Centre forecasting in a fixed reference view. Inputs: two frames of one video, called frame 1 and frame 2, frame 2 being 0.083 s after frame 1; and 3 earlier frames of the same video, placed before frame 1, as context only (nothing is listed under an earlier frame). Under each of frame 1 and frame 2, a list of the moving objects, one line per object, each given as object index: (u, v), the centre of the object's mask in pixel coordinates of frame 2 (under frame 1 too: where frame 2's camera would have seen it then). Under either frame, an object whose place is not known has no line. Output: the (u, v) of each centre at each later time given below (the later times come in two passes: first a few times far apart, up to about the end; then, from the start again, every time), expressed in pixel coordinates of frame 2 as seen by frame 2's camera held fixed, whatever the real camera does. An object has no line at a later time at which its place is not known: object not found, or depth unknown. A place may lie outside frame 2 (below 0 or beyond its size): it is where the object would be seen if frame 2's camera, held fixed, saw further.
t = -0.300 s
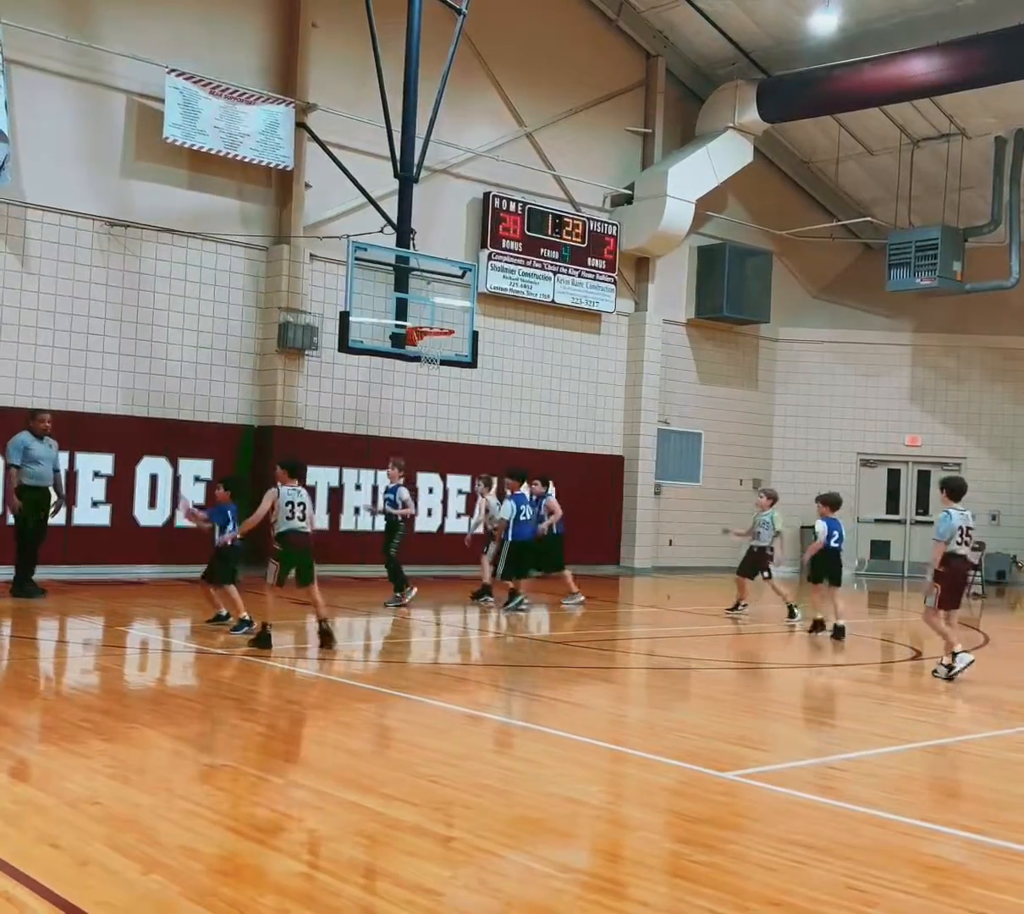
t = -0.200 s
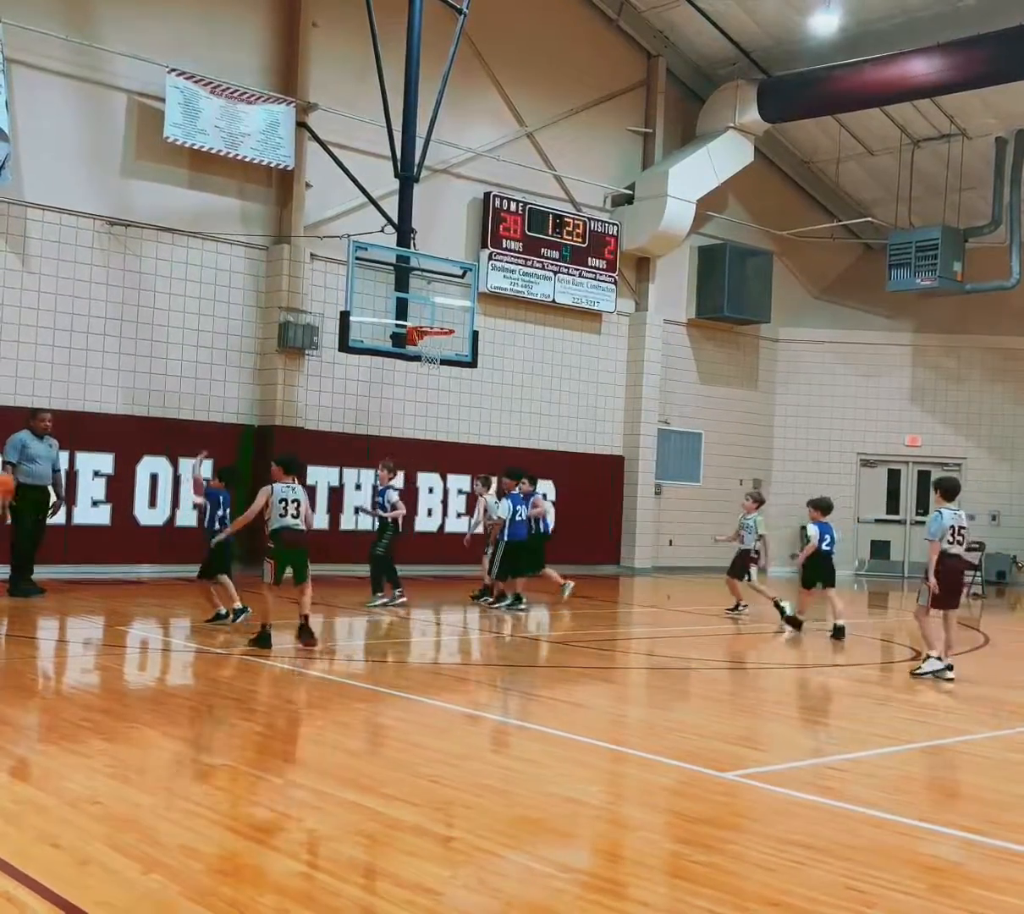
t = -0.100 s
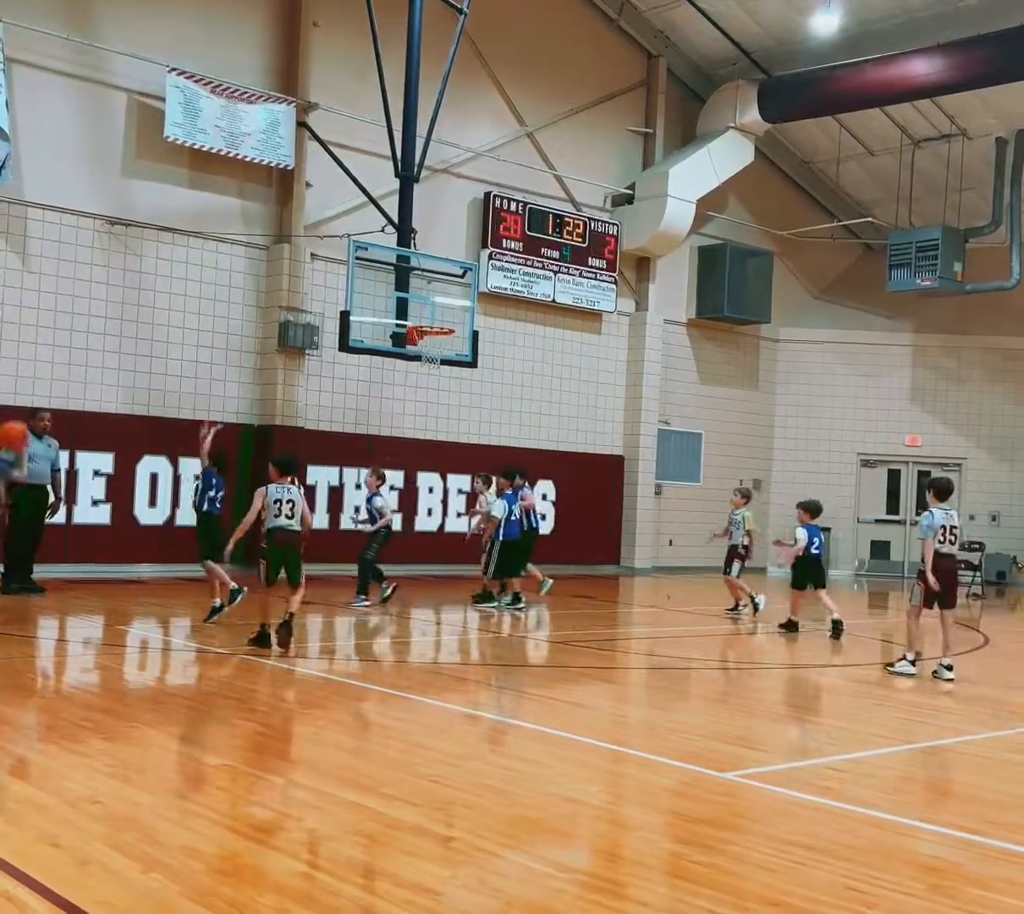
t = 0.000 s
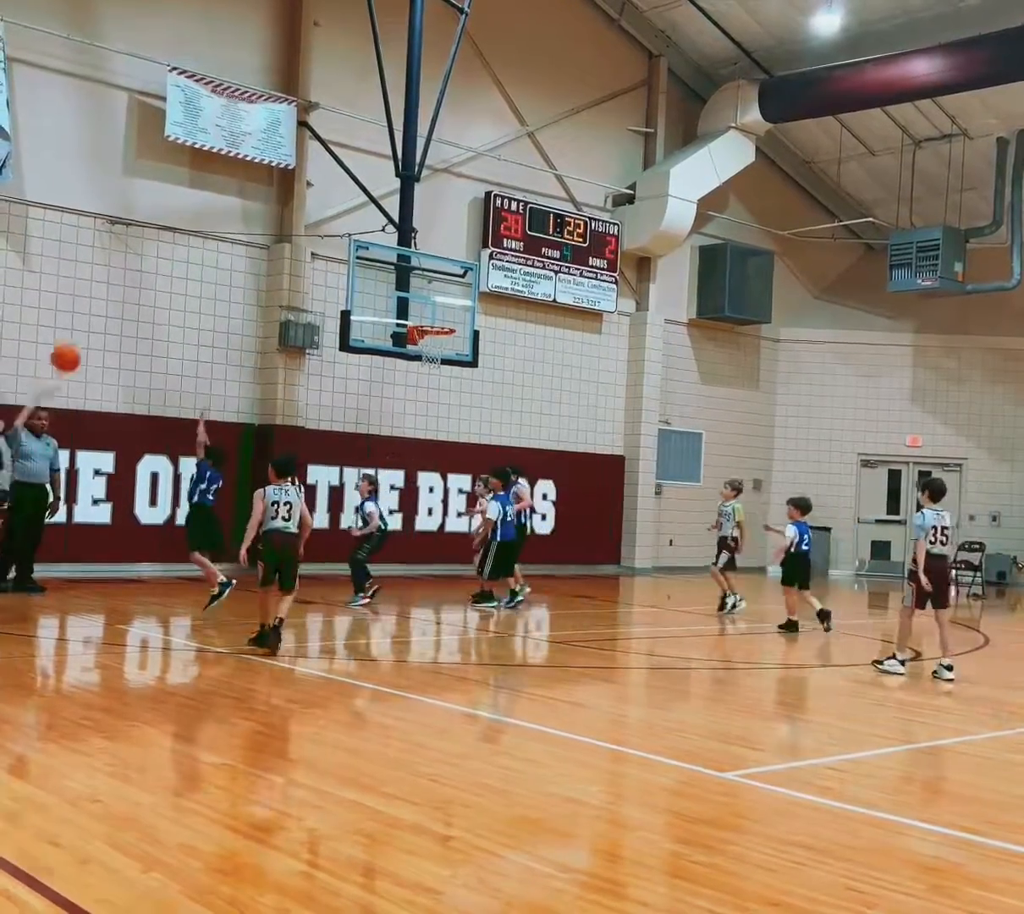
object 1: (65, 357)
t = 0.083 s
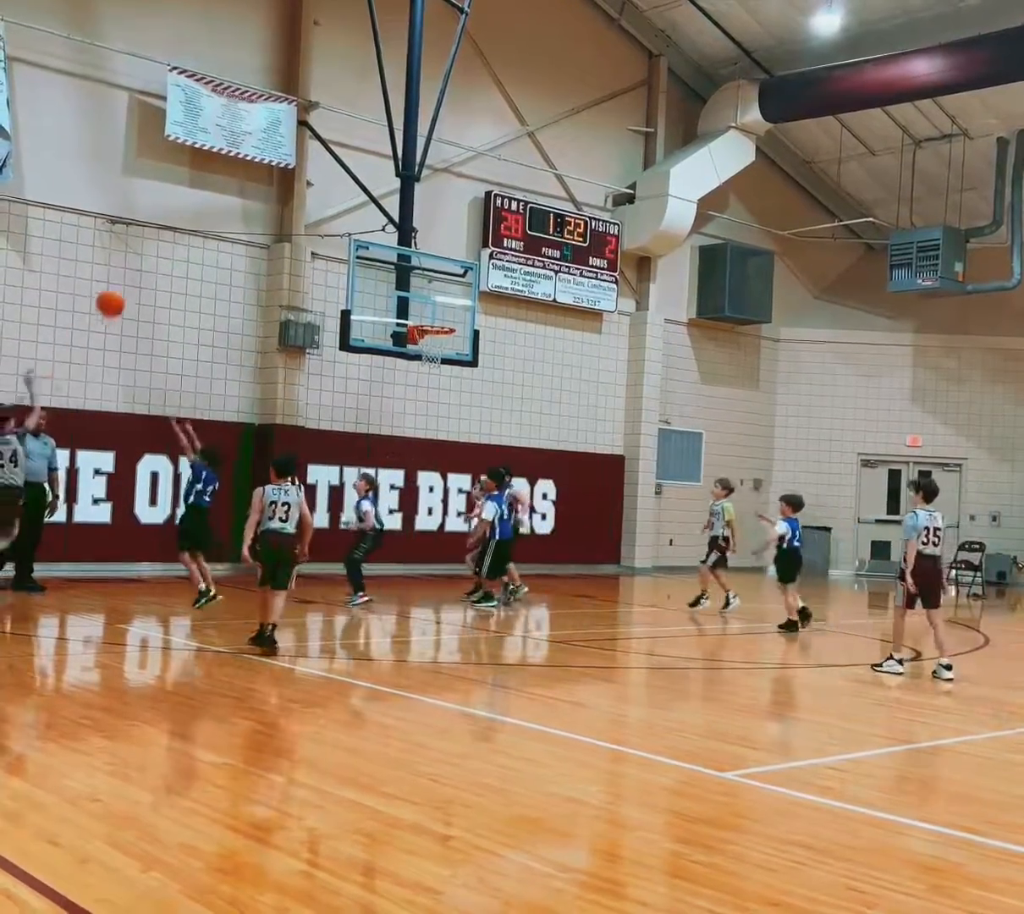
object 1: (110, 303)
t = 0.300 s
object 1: (210, 210)
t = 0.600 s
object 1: (318, 180)
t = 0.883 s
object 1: (398, 226)
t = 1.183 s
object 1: (465, 338)
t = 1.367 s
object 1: (498, 429)
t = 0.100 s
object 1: (119, 295)
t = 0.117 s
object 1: (127, 285)
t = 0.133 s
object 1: (136, 276)
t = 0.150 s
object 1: (144, 268)
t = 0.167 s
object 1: (151, 260)
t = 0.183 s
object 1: (160, 253)
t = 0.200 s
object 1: (166, 245)
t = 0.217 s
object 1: (175, 240)
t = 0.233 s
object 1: (182, 234)
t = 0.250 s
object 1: (189, 229)
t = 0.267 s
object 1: (196, 222)
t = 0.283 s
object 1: (203, 217)
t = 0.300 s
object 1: (210, 210)
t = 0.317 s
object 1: (216, 207)
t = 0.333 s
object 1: (223, 203)
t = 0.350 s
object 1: (230, 201)
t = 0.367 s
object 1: (235, 197)
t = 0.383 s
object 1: (242, 193)
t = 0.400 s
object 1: (250, 191)
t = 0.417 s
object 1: (255, 188)
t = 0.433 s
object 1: (261, 186)
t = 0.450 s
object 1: (267, 183)
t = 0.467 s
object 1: (273, 182)
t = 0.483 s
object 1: (279, 181)
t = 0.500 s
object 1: (284, 181)
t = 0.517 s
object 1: (291, 180)
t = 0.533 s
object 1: (294, 179)
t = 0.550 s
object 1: (302, 179)
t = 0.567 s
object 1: (306, 178)
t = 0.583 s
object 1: (312, 179)
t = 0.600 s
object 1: (318, 180)
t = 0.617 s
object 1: (322, 180)
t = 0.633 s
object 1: (327, 182)
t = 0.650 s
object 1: (333, 183)
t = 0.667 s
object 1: (337, 185)
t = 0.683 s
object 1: (343, 187)
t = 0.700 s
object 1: (348, 189)
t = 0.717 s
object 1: (352, 191)
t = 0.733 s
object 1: (358, 194)
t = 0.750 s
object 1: (362, 197)
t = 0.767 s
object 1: (366, 200)
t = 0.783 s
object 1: (371, 203)
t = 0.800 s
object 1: (376, 206)
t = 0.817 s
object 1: (380, 210)
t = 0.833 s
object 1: (384, 214)
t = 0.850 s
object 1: (390, 219)
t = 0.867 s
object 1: (393, 223)
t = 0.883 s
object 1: (398, 226)
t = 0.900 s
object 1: (402, 231)
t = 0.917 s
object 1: (406, 236)
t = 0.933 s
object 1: (410, 240)
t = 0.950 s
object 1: (415, 246)
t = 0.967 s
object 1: (419, 252)
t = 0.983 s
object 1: (422, 257)
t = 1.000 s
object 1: (425, 263)
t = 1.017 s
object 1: (430, 269)
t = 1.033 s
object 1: (433, 275)
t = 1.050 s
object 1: (437, 281)
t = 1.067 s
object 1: (442, 289)
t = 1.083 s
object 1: (444, 295)
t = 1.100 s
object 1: (449, 302)
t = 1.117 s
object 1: (451, 309)
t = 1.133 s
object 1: (455, 315)
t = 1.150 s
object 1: (458, 323)
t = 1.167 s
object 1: (461, 330)
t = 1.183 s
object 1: (465, 338)
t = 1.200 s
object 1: (468, 346)
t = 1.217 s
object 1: (472, 354)
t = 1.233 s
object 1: (474, 361)
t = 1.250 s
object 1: (478, 368)
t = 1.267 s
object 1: (481, 378)
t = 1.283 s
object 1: (484, 386)
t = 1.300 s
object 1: (487, 394)
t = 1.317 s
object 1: (490, 402)
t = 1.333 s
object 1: (492, 411)
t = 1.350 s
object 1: (496, 420)
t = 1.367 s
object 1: (498, 429)
